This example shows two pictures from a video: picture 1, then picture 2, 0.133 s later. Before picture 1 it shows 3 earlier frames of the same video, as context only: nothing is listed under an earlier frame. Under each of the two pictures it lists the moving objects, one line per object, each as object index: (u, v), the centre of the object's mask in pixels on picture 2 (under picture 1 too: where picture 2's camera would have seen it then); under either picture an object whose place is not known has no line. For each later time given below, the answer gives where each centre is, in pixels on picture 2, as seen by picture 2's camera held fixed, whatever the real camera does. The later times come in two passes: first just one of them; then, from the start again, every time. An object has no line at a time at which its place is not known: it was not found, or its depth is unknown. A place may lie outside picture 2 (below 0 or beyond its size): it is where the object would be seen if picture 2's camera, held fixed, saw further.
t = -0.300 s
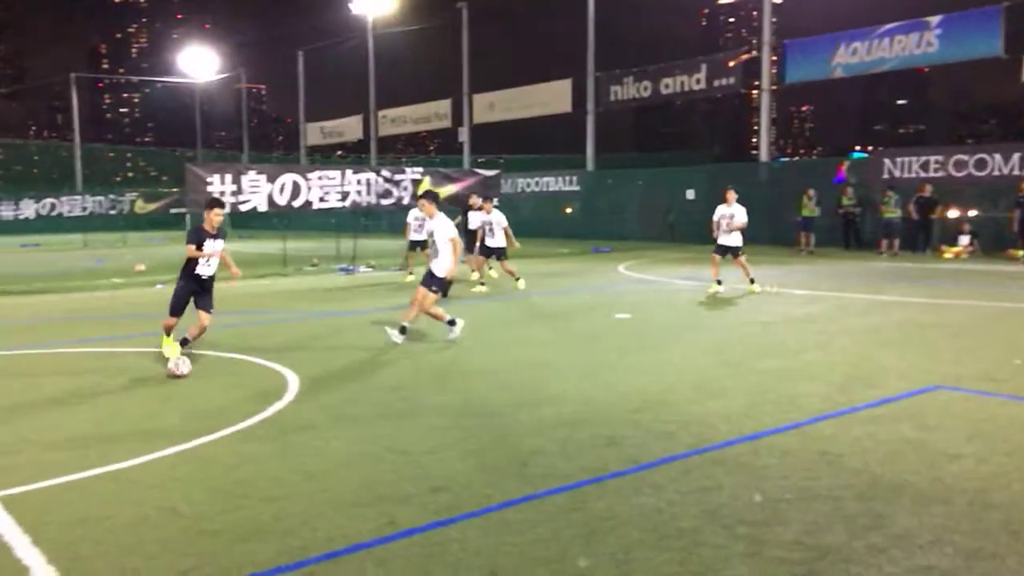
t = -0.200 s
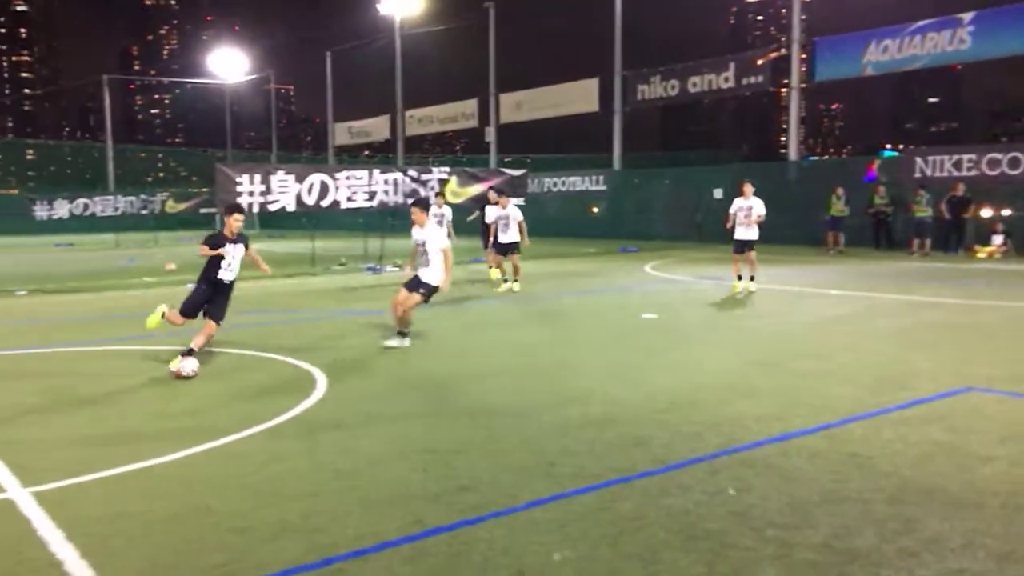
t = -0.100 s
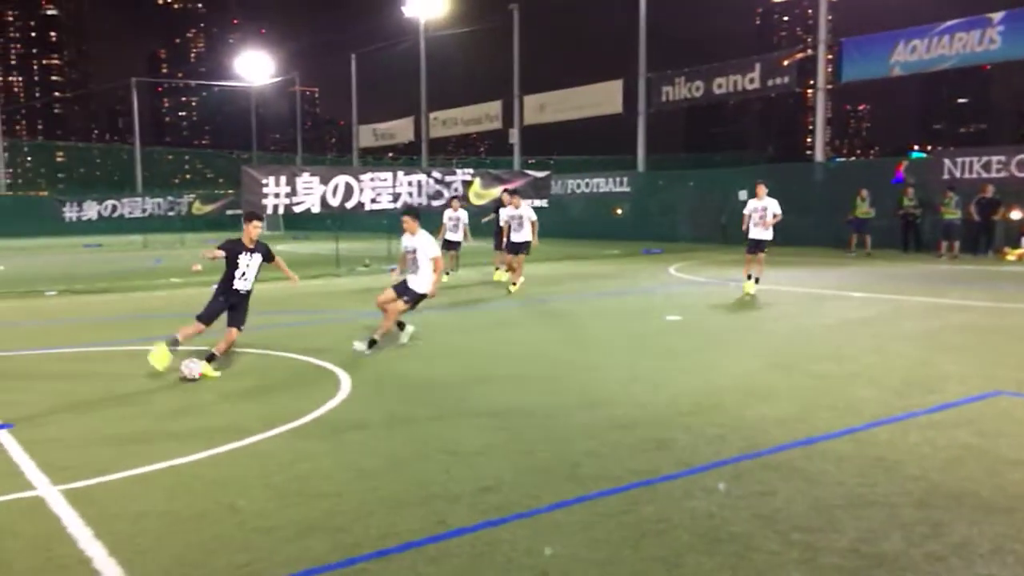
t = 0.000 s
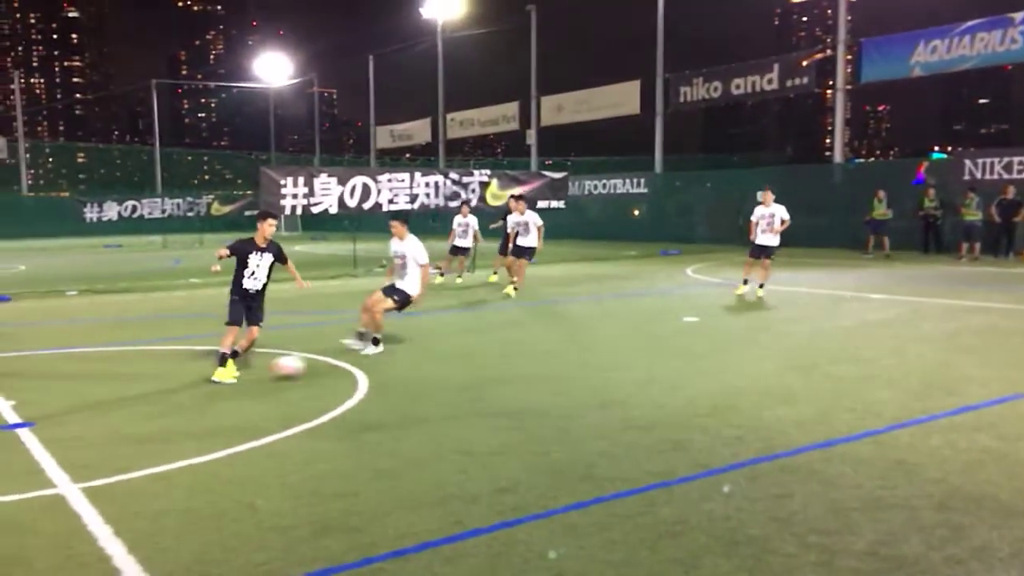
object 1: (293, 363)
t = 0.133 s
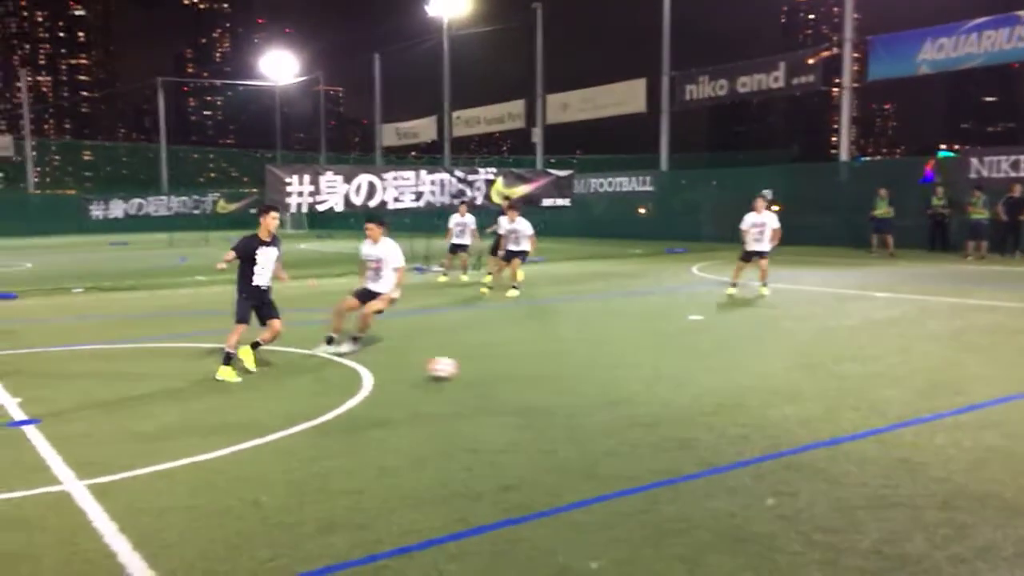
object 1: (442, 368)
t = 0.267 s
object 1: (575, 365)
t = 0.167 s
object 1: (477, 368)
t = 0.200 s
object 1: (509, 366)
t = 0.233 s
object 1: (542, 365)
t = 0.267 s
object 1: (575, 365)
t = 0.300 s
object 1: (609, 366)
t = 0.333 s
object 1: (641, 369)
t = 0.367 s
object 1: (674, 372)
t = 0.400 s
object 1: (703, 371)
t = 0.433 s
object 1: (731, 372)
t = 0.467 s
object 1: (761, 373)
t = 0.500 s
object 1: (790, 373)
